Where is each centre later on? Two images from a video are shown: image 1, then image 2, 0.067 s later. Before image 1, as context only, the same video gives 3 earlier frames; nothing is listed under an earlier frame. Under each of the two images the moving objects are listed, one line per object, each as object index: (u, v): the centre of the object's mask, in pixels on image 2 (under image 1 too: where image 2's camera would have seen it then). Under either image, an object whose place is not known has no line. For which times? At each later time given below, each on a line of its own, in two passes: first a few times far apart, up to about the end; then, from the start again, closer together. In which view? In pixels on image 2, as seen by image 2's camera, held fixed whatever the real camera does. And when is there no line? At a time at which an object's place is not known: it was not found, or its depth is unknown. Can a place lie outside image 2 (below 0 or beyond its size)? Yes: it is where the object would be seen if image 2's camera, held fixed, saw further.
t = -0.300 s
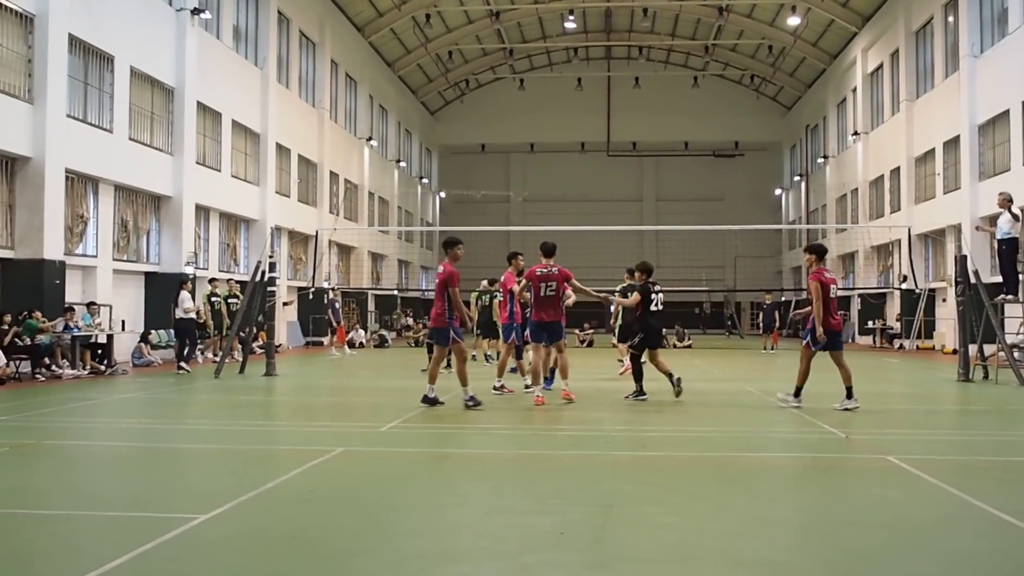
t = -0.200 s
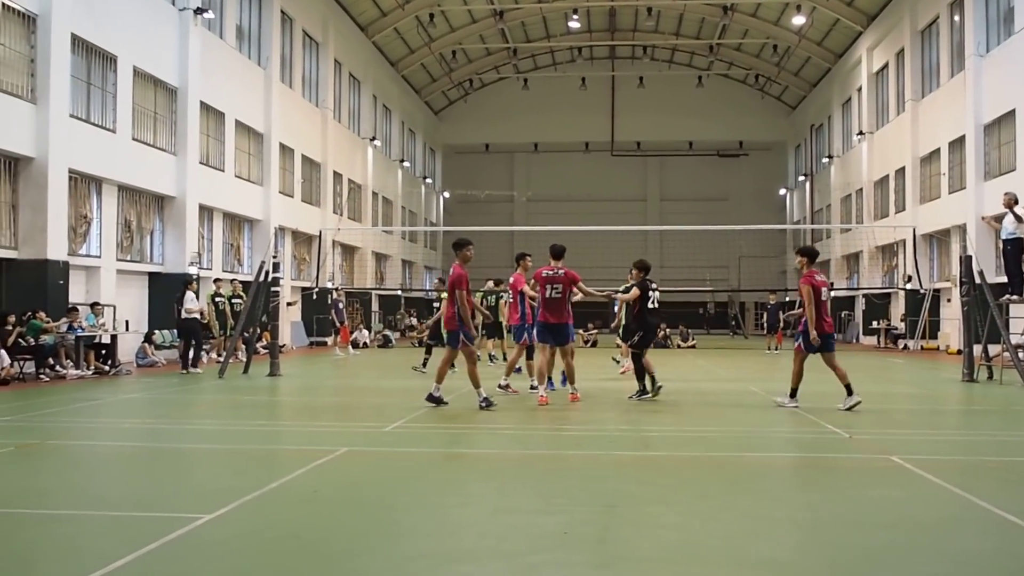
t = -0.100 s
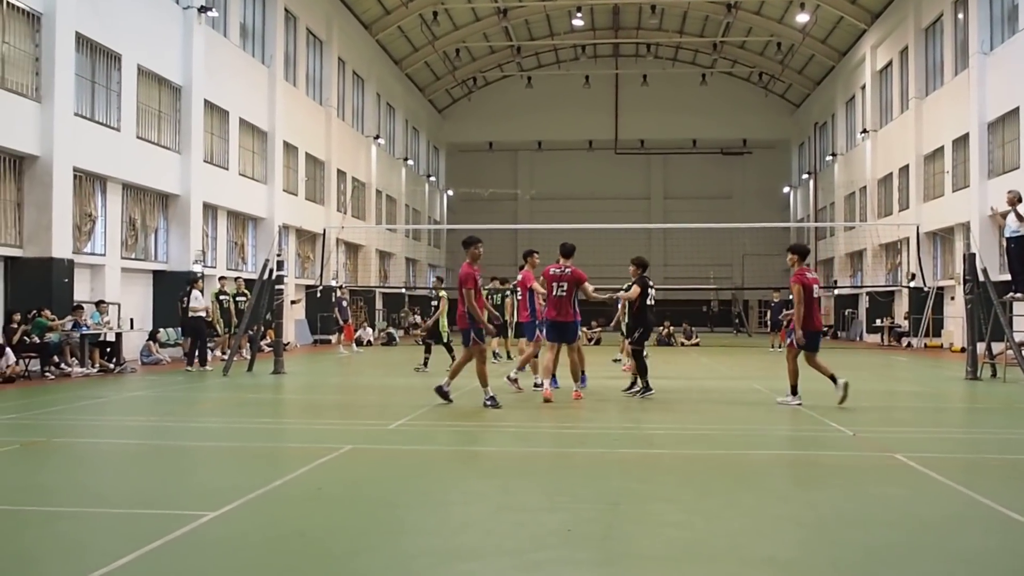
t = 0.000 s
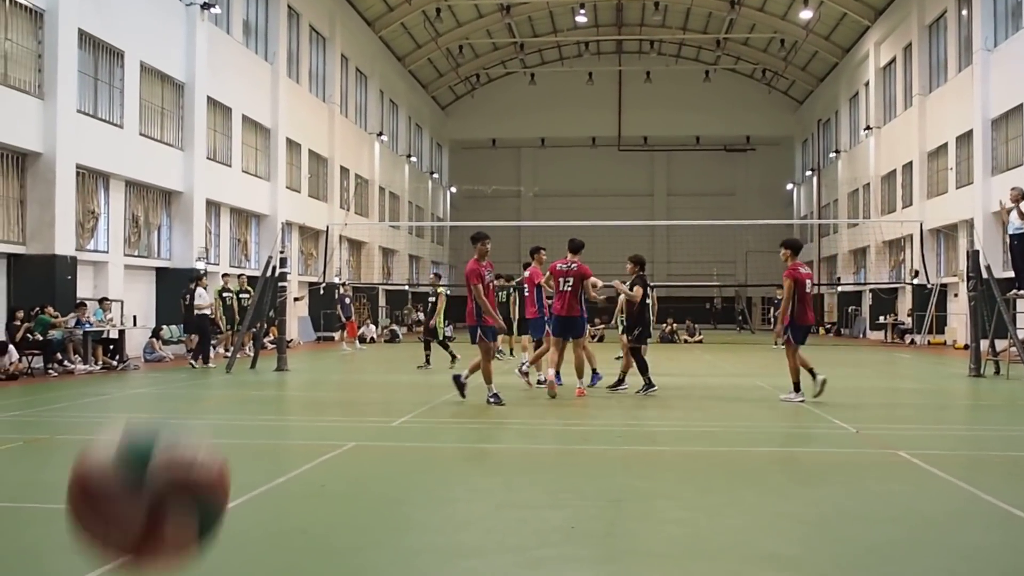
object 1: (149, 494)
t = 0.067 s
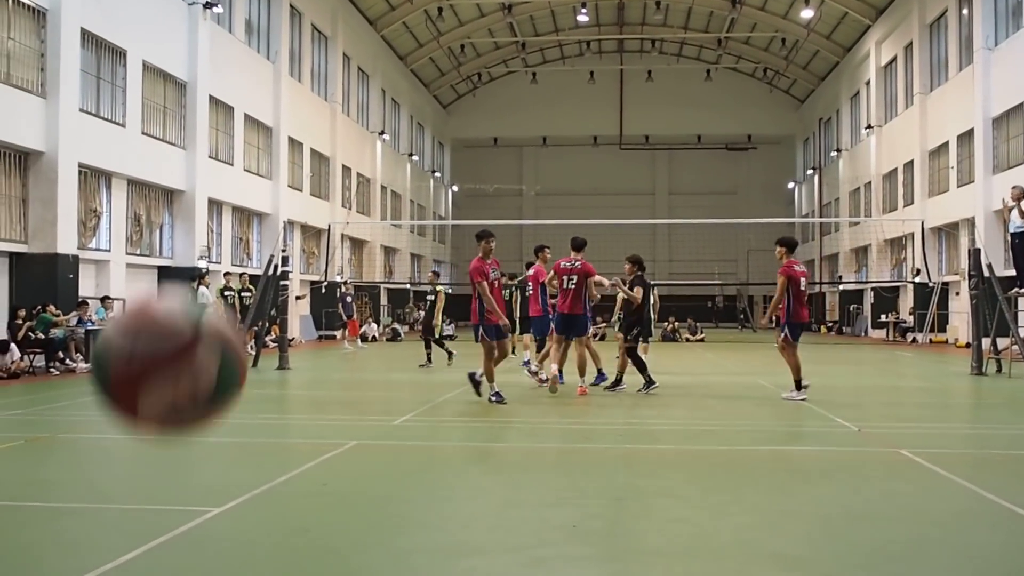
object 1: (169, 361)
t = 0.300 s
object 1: (227, 165)
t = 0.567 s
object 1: (278, 345)
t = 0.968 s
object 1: (359, 504)
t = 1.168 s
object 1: (405, 362)
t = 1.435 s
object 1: (457, 431)
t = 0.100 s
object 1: (177, 312)
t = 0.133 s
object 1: (188, 268)
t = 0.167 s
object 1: (197, 230)
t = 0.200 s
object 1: (206, 204)
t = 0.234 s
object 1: (213, 183)
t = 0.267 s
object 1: (221, 171)
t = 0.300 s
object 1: (227, 165)
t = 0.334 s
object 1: (235, 165)
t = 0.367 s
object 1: (242, 172)
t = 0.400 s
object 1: (248, 186)
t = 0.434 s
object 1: (255, 206)
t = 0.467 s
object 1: (261, 233)
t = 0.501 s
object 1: (268, 265)
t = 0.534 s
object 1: (273, 303)
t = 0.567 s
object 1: (278, 345)
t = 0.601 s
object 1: (283, 396)
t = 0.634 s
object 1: (288, 450)
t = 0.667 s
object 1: (295, 502)
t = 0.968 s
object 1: (359, 504)
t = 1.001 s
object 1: (367, 477)
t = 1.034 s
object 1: (374, 444)
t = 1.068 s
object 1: (383, 415)
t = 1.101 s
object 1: (390, 392)
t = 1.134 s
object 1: (398, 374)
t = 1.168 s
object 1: (405, 362)
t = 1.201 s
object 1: (412, 354)
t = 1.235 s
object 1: (418, 352)
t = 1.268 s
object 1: (425, 354)
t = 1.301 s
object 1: (431, 361)
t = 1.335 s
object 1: (438, 372)
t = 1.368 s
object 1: (445, 388)
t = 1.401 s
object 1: (452, 408)
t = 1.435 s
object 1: (457, 431)
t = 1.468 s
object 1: (463, 459)
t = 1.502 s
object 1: (467, 491)
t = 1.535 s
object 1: (472, 511)
